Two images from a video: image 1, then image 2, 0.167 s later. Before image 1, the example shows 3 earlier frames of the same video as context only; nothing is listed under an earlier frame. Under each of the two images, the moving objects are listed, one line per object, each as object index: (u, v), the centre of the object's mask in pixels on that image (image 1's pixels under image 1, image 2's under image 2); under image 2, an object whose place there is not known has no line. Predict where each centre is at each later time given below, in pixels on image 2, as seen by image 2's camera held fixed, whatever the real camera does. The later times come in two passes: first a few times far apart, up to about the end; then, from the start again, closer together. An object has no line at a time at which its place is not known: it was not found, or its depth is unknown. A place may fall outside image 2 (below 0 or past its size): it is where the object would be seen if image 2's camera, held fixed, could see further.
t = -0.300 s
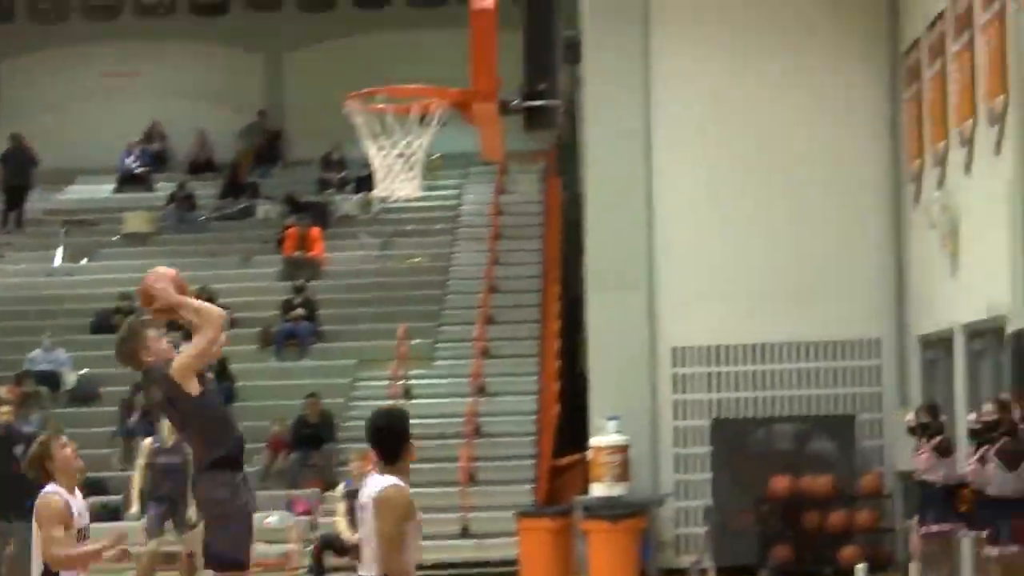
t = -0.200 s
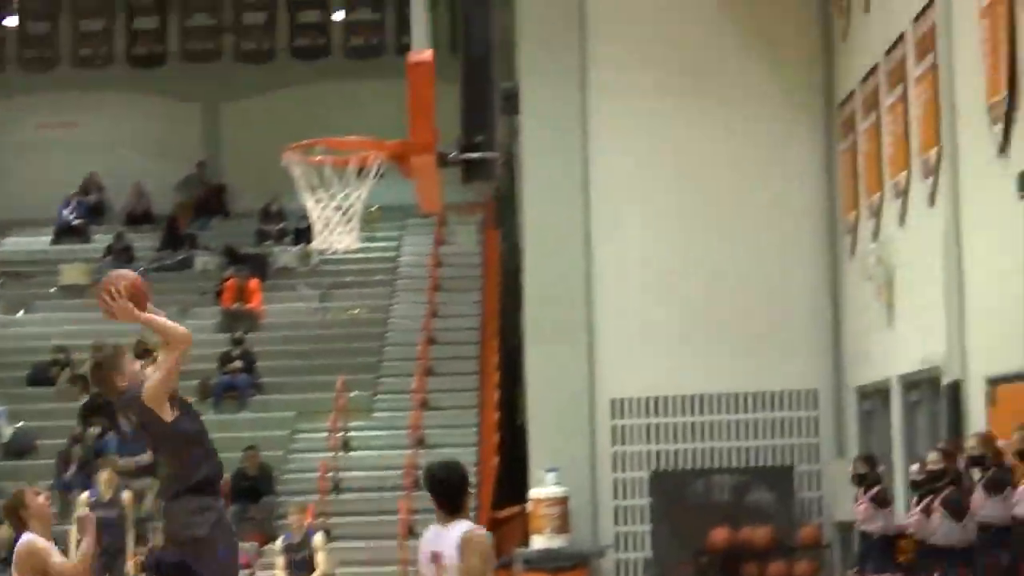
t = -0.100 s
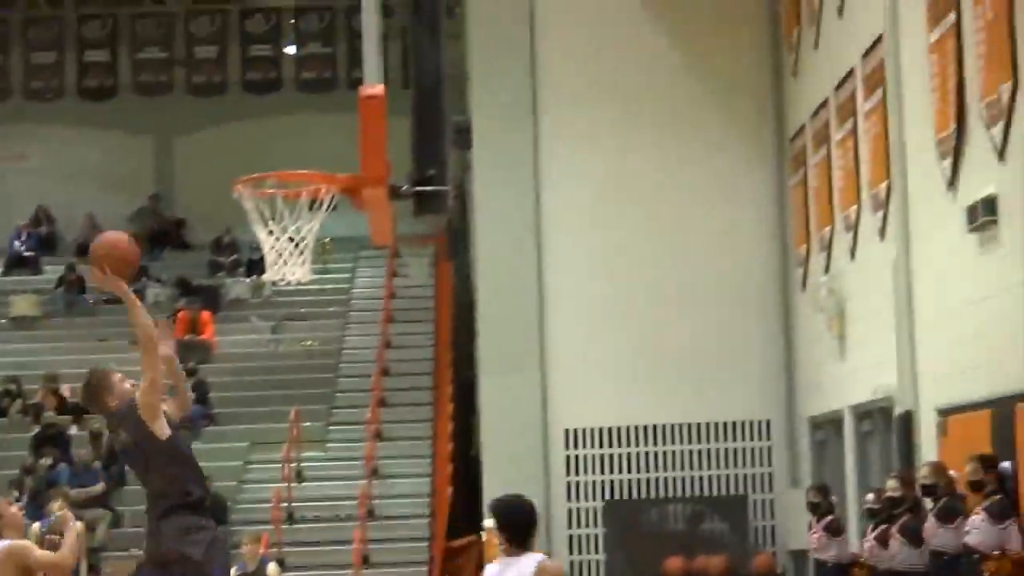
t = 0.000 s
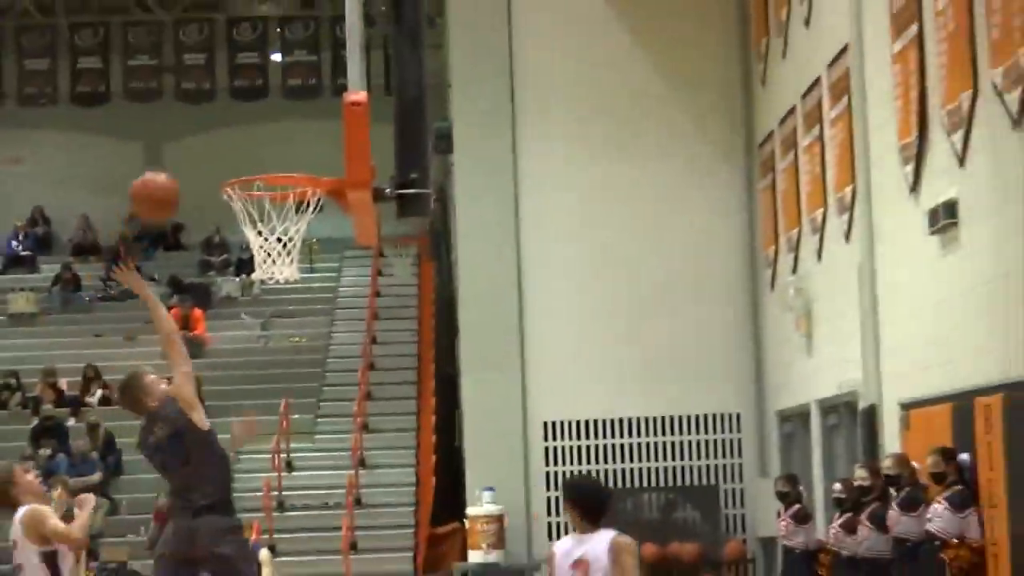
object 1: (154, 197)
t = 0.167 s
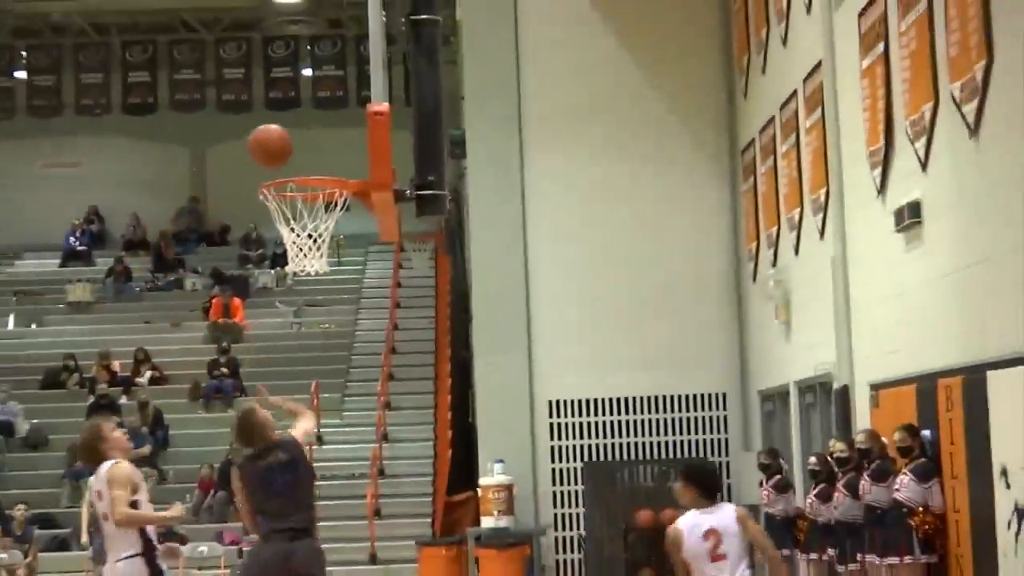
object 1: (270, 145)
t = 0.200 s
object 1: (284, 143)
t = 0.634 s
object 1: (273, 214)
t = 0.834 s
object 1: (280, 225)
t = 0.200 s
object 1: (284, 143)
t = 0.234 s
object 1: (298, 141)
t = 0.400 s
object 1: (347, 159)
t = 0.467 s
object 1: (326, 165)
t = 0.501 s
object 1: (314, 168)
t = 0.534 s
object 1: (302, 171)
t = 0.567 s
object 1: (290, 176)
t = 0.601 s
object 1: (280, 207)
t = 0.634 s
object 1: (273, 214)
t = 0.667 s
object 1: (269, 217)
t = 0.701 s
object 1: (266, 214)
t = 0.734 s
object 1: (268, 214)
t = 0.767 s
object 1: (271, 215)
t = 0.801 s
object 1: (274, 216)
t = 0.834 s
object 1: (280, 225)
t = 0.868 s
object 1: (286, 236)
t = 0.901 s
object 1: (294, 243)
